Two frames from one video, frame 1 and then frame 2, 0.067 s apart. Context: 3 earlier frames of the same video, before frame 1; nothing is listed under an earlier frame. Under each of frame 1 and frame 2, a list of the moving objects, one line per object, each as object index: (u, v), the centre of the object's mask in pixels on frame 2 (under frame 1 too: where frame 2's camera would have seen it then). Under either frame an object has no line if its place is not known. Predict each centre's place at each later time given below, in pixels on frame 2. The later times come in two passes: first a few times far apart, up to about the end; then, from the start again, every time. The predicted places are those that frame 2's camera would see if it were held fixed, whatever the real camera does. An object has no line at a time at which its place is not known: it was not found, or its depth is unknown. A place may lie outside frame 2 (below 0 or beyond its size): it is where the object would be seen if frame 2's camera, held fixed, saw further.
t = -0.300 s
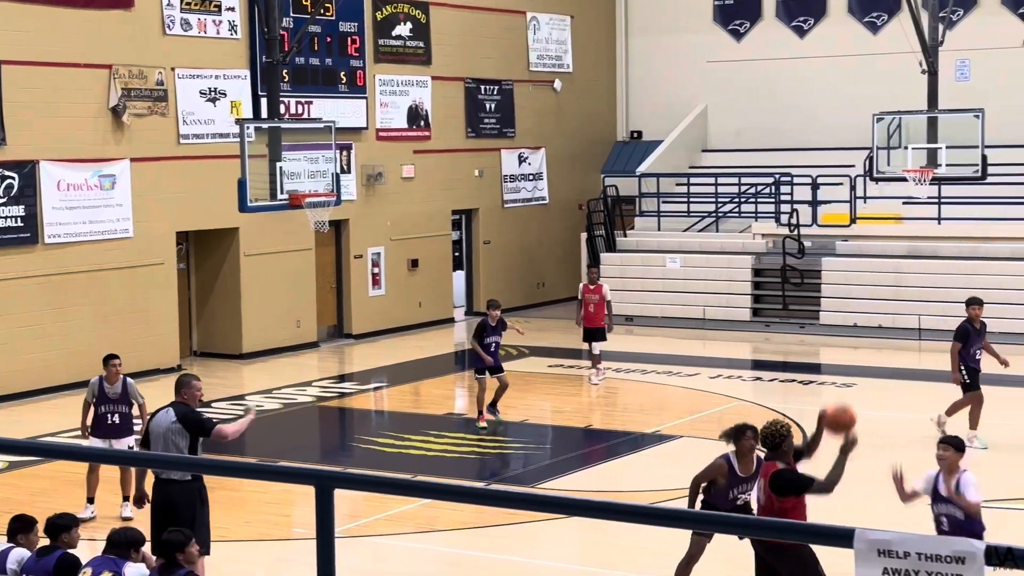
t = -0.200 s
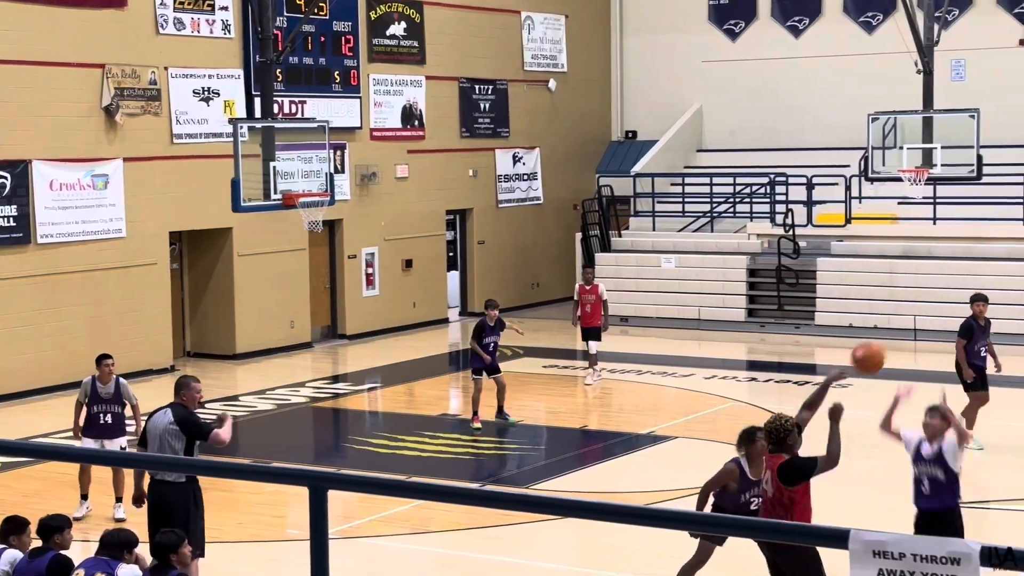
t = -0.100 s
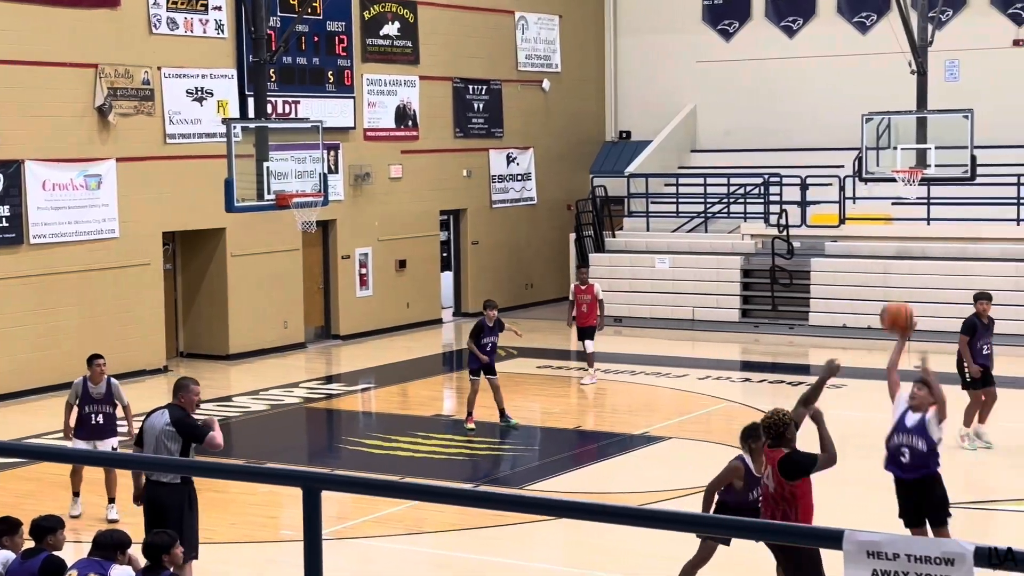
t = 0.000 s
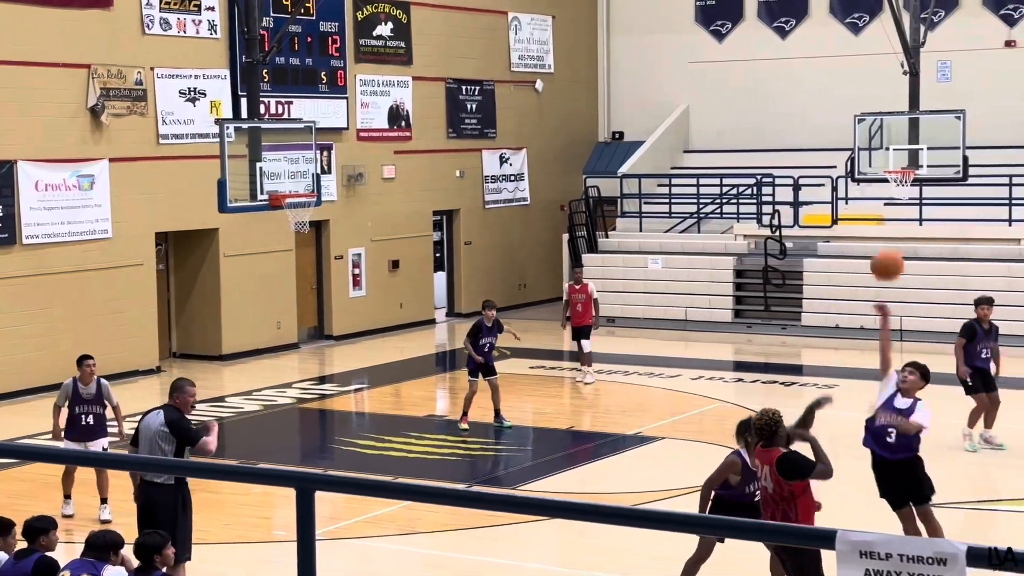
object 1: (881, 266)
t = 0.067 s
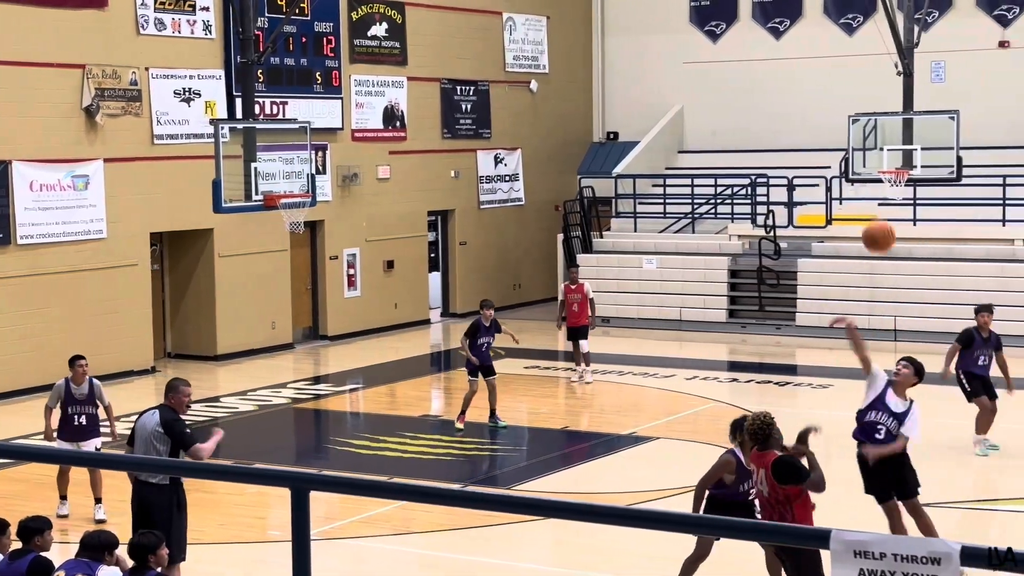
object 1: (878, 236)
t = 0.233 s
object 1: (872, 192)
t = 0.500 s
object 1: (864, 195)
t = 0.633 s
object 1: (859, 232)
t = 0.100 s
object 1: (878, 225)
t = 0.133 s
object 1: (876, 214)
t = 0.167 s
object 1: (875, 205)
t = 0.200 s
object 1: (873, 197)
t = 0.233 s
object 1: (872, 192)
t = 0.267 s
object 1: (872, 187)
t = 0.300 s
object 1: (870, 184)
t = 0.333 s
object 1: (870, 182)
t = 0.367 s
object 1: (869, 182)
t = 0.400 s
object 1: (867, 184)
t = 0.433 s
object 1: (866, 186)
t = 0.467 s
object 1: (865, 190)
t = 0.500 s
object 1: (864, 195)
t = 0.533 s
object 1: (863, 202)
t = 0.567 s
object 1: (862, 211)
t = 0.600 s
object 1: (861, 221)
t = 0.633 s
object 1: (859, 232)
